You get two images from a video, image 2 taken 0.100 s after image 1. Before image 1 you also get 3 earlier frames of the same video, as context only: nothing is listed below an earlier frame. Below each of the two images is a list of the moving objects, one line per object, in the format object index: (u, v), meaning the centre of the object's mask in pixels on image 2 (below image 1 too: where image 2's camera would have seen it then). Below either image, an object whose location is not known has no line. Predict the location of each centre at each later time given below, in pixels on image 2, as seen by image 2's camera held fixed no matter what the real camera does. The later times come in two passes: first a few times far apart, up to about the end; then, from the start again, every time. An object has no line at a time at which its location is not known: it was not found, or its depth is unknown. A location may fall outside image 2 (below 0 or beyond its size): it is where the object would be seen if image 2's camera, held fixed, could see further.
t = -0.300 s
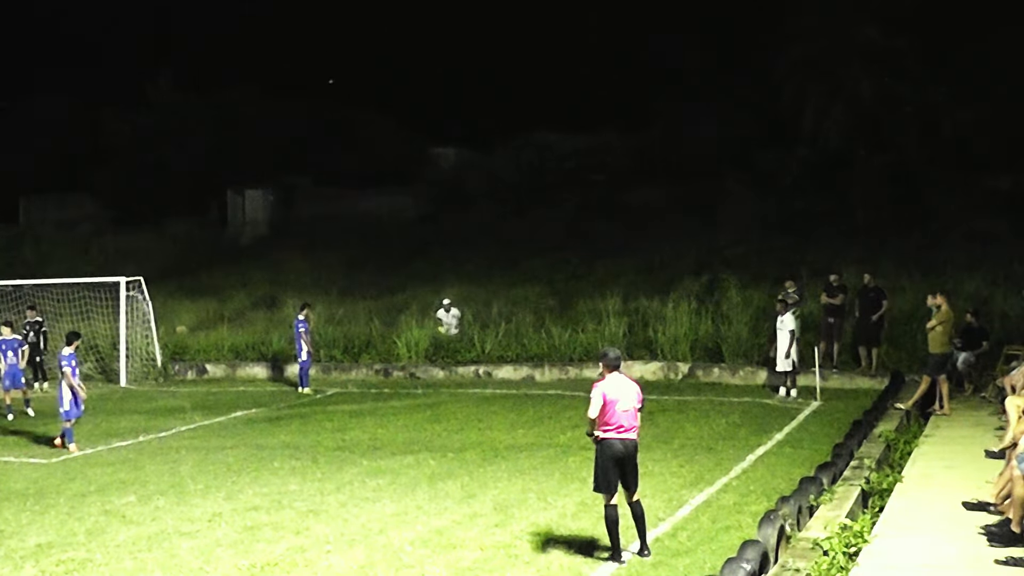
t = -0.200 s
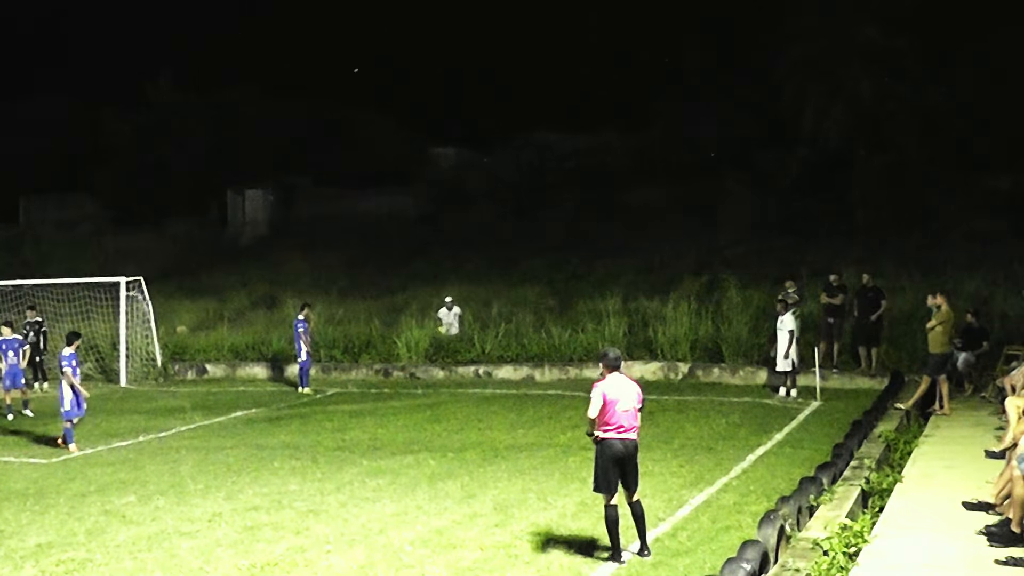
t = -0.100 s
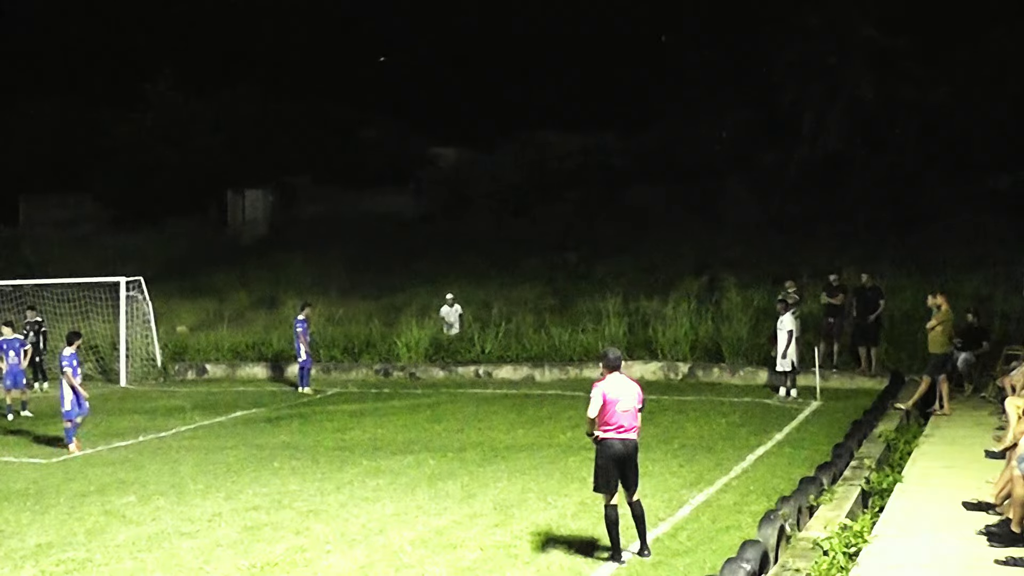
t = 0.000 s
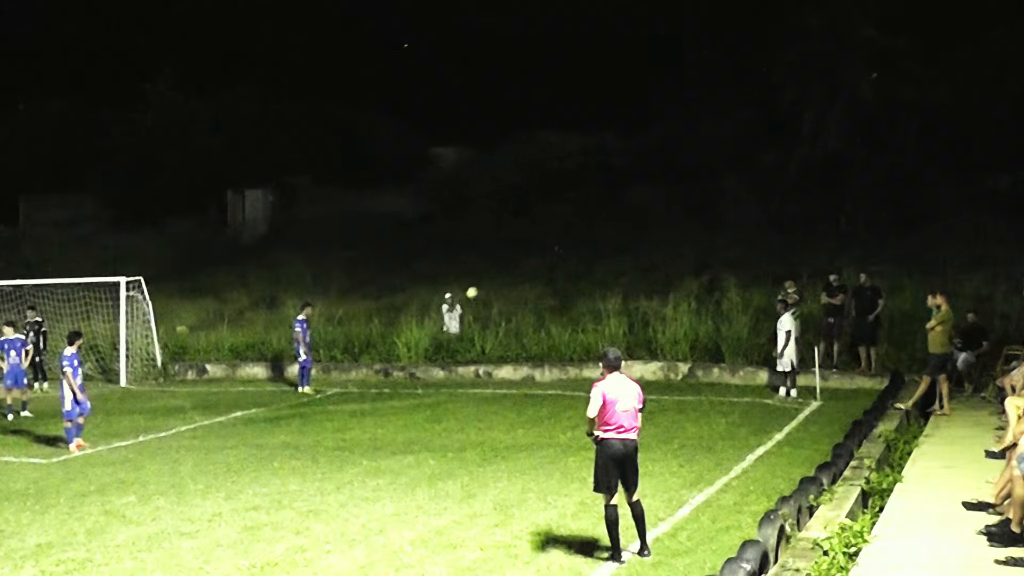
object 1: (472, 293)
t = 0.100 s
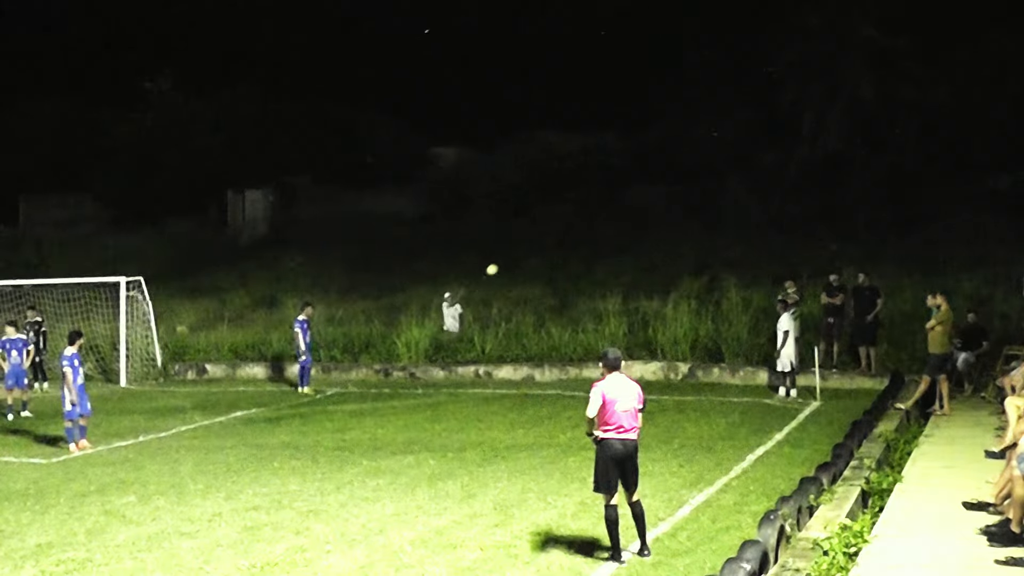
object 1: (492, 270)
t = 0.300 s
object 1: (534, 236)
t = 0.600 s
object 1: (604, 219)
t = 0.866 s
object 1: (672, 244)
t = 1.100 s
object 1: (737, 299)
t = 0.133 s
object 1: (498, 263)
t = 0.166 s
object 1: (505, 257)
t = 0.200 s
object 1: (512, 251)
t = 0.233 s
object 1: (520, 246)
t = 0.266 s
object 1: (527, 241)
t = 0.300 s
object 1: (534, 236)
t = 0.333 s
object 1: (542, 232)
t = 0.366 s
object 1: (549, 229)
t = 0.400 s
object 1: (556, 226)
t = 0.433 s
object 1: (564, 224)
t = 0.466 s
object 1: (572, 222)
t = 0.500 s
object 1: (580, 220)
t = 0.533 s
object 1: (588, 220)
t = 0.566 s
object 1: (596, 219)
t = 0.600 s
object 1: (604, 219)
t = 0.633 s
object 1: (612, 220)
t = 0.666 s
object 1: (621, 222)
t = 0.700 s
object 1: (629, 224)
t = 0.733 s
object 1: (637, 227)
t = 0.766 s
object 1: (646, 230)
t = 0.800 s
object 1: (655, 234)
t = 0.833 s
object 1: (663, 239)
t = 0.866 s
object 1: (672, 244)
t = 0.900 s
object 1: (681, 250)
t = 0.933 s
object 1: (690, 256)
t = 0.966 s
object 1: (699, 263)
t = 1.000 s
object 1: (709, 271)
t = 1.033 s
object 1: (718, 280)
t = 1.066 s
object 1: (727, 289)
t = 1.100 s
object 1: (737, 299)
